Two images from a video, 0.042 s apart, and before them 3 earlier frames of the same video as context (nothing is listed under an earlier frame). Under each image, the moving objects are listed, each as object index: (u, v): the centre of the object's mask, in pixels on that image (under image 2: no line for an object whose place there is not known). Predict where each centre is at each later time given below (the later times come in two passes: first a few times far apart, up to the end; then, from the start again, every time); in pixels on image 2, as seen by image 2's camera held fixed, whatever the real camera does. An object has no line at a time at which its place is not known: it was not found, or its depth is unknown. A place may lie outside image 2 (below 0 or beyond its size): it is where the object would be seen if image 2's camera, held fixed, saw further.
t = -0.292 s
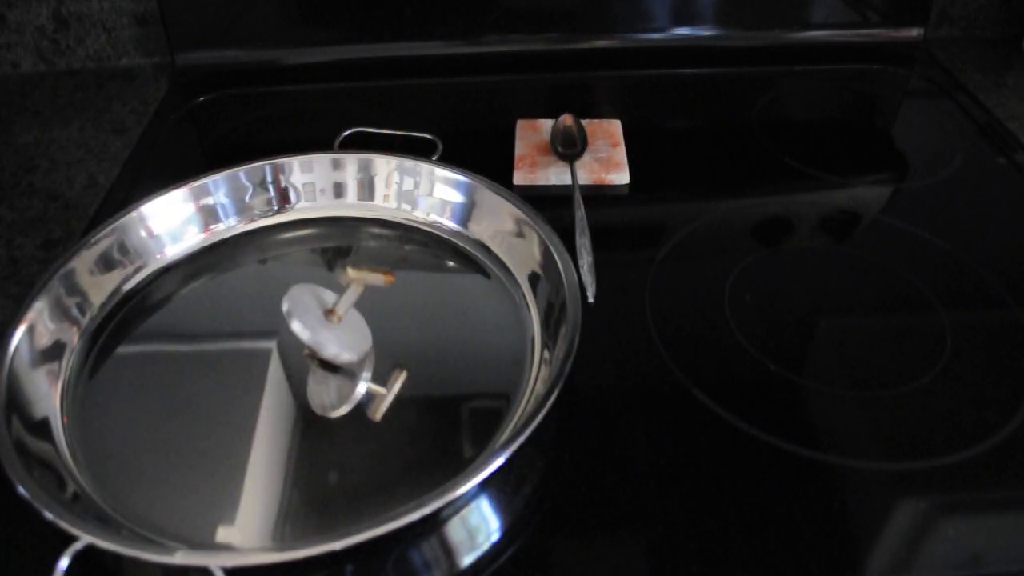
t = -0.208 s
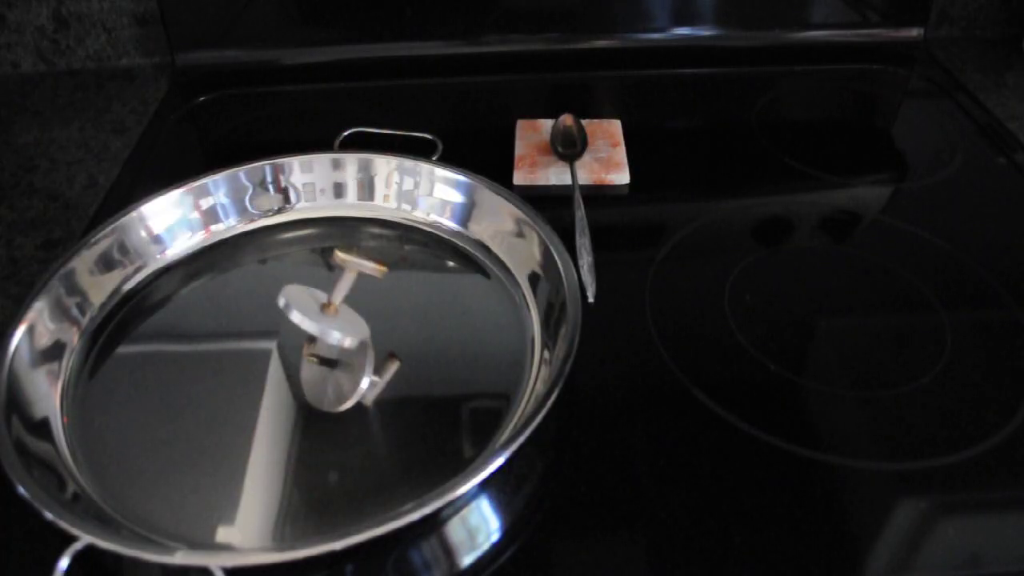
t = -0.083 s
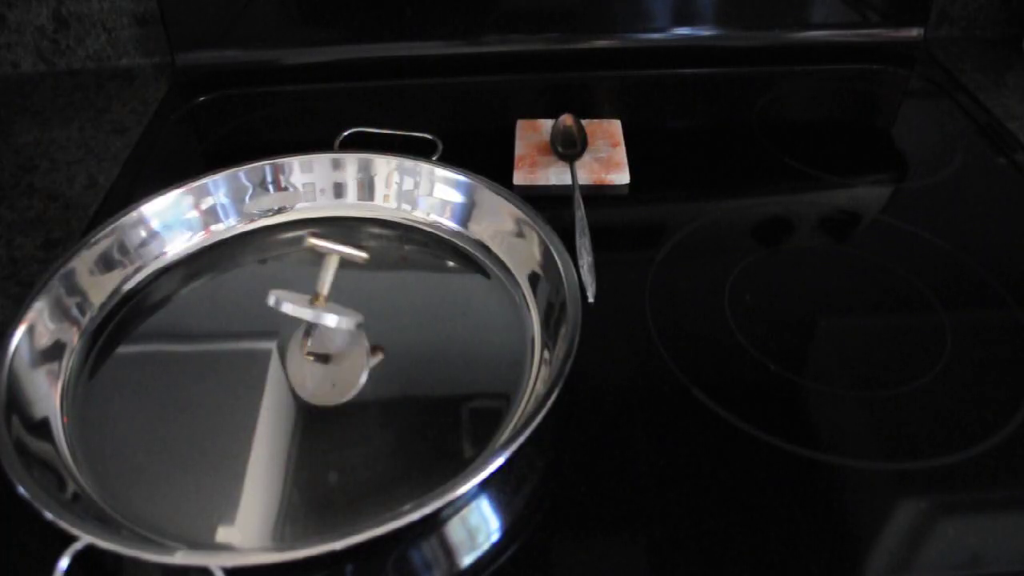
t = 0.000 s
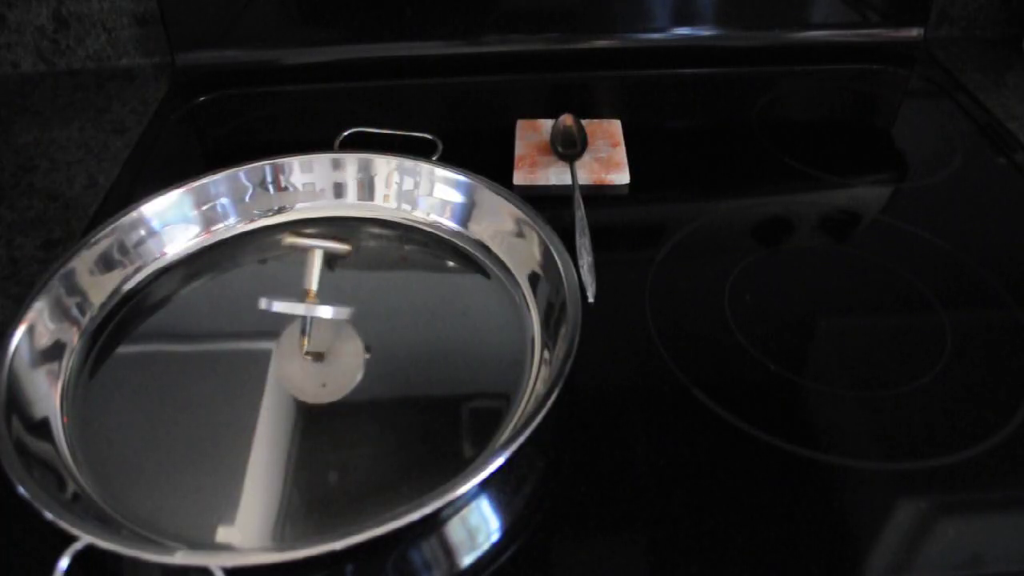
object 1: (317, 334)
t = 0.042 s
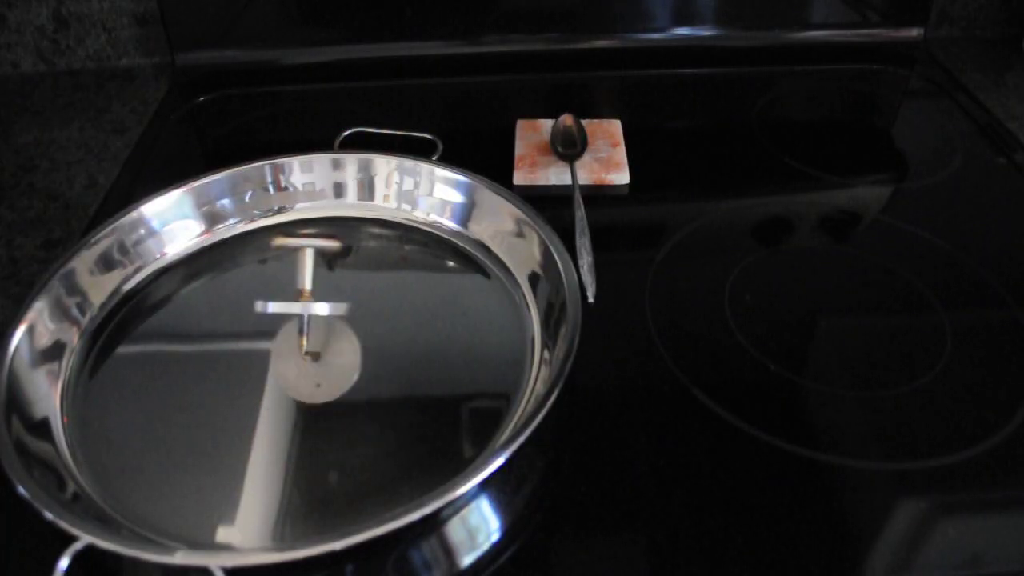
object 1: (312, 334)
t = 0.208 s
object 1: (293, 337)
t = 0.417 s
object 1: (270, 346)
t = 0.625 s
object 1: (264, 368)
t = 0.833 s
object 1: (287, 375)
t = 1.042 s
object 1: (317, 365)
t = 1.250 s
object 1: (336, 352)
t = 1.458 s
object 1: (338, 344)
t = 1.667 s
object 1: (324, 336)
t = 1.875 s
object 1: (298, 335)
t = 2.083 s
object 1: (269, 348)
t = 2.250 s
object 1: (260, 364)
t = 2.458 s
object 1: (279, 377)
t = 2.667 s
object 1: (306, 376)
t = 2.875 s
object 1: (328, 363)
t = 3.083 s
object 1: (339, 344)
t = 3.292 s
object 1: (327, 335)
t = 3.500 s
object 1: (299, 339)
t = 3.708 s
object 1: (274, 348)
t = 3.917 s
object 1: (260, 360)
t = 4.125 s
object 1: (272, 370)
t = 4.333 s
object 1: (304, 376)
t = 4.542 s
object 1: (333, 360)
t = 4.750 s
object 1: (340, 343)
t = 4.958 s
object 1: (326, 335)
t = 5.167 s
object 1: (303, 334)
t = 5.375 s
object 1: (280, 343)
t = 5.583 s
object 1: (264, 363)
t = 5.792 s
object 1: (275, 372)
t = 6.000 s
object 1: (305, 369)
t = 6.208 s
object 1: (330, 360)
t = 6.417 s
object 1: (339, 349)
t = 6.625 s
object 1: (334, 339)
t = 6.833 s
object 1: (312, 334)
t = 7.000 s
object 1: (288, 339)
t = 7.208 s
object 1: (261, 355)
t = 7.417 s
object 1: (268, 371)
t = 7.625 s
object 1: (292, 377)
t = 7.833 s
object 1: (317, 369)
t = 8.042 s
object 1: (336, 349)
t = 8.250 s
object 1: (336, 339)
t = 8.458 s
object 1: (313, 337)
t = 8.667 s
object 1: (286, 343)
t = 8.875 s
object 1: (264, 352)
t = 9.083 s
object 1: (262, 365)
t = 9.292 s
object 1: (287, 377)
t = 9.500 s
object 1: (321, 371)
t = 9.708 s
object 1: (339, 349)
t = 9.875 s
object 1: (337, 339)
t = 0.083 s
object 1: (307, 334)
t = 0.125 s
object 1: (302, 335)
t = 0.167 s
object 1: (298, 336)
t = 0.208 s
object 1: (293, 337)
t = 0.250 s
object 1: (288, 339)
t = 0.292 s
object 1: (284, 341)
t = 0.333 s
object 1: (279, 343)
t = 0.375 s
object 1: (274, 345)
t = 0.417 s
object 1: (270, 346)
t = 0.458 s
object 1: (266, 352)
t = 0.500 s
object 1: (263, 357)
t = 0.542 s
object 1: (262, 362)
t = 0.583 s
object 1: (262, 366)
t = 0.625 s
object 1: (264, 368)
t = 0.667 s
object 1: (265, 371)
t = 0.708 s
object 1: (269, 372)
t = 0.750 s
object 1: (274, 375)
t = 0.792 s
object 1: (280, 374)
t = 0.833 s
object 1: (287, 375)
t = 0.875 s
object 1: (294, 375)
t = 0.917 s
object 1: (300, 373)
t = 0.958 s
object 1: (306, 370)
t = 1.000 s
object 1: (312, 368)
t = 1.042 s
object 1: (317, 365)
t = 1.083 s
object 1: (321, 363)
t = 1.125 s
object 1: (326, 360)
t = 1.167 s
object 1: (330, 357)
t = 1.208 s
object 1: (333, 355)
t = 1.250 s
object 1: (336, 352)
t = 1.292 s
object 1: (339, 349)
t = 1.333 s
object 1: (339, 348)
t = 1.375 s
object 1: (340, 346)
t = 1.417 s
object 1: (339, 345)
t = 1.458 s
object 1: (338, 344)
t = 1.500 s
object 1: (337, 343)
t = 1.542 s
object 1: (334, 341)
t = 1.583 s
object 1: (331, 340)
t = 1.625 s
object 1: (328, 338)
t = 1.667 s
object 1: (324, 336)
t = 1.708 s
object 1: (320, 334)
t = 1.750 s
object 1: (316, 334)
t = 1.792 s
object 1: (310, 335)
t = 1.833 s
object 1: (305, 334)
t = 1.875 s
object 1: (298, 335)
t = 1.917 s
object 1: (292, 337)
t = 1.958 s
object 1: (286, 339)
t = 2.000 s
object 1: (280, 343)
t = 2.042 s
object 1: (274, 347)
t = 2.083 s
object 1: (269, 348)
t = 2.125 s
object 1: (264, 351)
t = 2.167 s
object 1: (261, 355)
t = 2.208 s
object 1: (259, 359)
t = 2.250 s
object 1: (260, 364)
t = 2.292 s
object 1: (262, 367)
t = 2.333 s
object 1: (264, 369)
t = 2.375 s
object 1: (268, 373)
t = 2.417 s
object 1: (274, 376)
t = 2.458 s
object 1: (279, 377)
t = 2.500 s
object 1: (285, 378)
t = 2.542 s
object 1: (290, 378)
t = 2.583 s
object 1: (296, 378)
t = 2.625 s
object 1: (301, 377)
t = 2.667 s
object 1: (306, 376)
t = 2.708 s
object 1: (311, 373)
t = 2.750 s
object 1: (316, 372)
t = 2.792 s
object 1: (320, 369)
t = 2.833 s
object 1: (325, 366)
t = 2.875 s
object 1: (328, 363)
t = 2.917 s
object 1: (332, 358)
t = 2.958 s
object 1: (335, 353)
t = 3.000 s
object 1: (337, 348)
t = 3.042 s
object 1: (338, 346)
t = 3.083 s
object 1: (339, 344)
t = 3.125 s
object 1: (339, 342)
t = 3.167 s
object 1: (338, 340)
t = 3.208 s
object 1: (335, 337)
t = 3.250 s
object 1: (332, 337)
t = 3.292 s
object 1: (327, 335)
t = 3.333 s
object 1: (321, 334)
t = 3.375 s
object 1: (317, 335)
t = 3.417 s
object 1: (310, 335)
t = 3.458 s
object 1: (304, 337)
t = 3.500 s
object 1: (299, 339)
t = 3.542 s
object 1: (293, 341)
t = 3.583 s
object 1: (288, 343)
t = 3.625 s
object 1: (283, 345)
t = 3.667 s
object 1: (279, 347)
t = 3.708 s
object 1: (274, 348)
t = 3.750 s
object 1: (270, 352)
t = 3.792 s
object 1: (266, 353)
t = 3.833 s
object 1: (262, 356)
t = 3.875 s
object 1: (261, 358)
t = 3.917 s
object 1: (260, 360)
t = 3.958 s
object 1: (261, 362)
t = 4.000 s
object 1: (262, 363)
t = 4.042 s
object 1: (264, 365)
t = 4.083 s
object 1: (267, 367)
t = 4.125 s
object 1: (272, 370)
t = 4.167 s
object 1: (279, 374)
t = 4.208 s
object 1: (286, 376)
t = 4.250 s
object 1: (291, 376)
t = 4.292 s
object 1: (298, 377)
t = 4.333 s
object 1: (304, 376)
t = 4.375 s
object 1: (311, 374)
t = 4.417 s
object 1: (318, 371)
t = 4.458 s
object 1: (324, 368)
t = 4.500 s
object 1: (329, 364)
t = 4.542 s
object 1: (333, 360)
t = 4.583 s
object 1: (336, 356)
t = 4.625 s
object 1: (338, 352)
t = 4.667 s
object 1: (340, 348)
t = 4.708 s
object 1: (340, 345)
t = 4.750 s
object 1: (340, 343)
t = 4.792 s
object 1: (338, 340)
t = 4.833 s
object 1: (335, 338)
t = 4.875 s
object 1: (333, 336)
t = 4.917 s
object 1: (329, 335)
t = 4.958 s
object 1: (326, 335)
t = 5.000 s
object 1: (321, 334)
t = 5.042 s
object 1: (317, 334)
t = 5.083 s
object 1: (312, 334)
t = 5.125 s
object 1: (307, 334)
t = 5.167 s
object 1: (303, 334)
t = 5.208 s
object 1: (298, 335)
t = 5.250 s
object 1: (294, 337)
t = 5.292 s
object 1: (290, 340)
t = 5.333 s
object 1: (285, 341)
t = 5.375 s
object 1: (280, 343)
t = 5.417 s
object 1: (276, 346)
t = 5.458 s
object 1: (272, 348)
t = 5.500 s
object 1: (269, 354)
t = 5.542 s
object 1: (265, 359)
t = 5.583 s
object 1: (264, 363)
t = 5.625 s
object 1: (263, 366)
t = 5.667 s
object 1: (263, 368)
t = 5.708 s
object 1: (264, 370)
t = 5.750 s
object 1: (269, 371)
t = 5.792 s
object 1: (275, 372)
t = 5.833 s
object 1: (281, 371)
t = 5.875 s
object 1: (287, 371)
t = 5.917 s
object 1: (294, 372)
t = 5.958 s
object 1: (300, 371)
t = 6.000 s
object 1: (305, 369)
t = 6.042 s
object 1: (312, 369)
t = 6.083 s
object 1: (317, 368)
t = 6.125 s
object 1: (322, 365)
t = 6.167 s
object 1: (326, 363)
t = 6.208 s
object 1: (330, 360)
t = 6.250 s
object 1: (333, 358)
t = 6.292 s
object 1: (335, 355)
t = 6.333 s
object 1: (337, 352)
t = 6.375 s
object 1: (339, 350)
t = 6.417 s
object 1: (339, 349)
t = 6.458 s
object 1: (339, 347)
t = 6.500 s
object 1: (338, 345)
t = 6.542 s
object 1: (338, 344)
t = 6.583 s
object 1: (336, 342)
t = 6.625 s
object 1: (334, 339)
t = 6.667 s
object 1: (330, 337)
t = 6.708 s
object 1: (326, 335)
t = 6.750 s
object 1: (322, 334)
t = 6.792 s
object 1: (317, 334)
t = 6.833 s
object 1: (312, 334)
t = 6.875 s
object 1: (306, 334)
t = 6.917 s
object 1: (299, 334)
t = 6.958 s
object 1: (293, 337)
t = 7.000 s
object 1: (288, 339)
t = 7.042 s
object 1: (281, 342)
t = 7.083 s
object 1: (275, 345)
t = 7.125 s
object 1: (269, 347)
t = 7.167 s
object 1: (264, 351)
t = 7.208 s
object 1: (261, 355)
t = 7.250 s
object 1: (260, 359)
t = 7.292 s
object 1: (261, 363)
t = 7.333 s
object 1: (262, 366)
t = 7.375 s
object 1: (264, 368)
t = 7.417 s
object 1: (268, 371)
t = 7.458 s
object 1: (271, 374)
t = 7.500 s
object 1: (276, 375)
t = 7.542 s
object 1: (281, 377)
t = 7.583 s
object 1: (287, 377)
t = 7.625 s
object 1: (292, 377)
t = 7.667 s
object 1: (297, 377)
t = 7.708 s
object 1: (302, 376)
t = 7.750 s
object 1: (307, 374)
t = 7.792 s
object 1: (312, 372)
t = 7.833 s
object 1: (317, 369)
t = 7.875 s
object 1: (321, 367)
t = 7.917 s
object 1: (325, 364)
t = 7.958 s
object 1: (329, 358)
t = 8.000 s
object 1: (332, 353)
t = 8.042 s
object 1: (336, 349)
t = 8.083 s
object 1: (339, 347)
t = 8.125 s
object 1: (340, 345)
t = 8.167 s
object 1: (340, 343)
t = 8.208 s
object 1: (339, 340)
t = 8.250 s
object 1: (336, 339)
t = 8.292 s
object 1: (333, 338)
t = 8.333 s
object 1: (328, 337)
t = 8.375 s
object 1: (322, 337)
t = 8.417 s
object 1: (318, 338)
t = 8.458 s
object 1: (313, 337)
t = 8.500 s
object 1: (307, 338)
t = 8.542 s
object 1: (301, 338)
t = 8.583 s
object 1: (296, 337)
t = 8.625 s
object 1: (291, 340)
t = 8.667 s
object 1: (286, 343)
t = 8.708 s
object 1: (280, 343)
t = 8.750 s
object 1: (276, 345)
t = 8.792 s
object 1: (271, 348)
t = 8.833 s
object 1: (267, 350)
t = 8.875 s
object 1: (264, 352)
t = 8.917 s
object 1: (262, 355)
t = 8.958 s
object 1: (261, 358)
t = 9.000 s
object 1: (261, 360)
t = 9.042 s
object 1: (261, 362)
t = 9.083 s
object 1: (262, 365)
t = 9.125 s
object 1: (263, 367)
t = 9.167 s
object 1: (267, 370)
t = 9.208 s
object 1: (274, 374)
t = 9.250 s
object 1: (281, 376)
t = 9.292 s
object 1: (287, 377)
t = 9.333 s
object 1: (294, 377)
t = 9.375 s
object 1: (300, 377)
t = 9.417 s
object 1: (307, 376)
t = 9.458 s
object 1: (314, 373)
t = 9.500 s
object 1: (321, 371)
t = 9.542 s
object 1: (326, 367)
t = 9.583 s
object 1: (331, 363)
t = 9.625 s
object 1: (334, 359)
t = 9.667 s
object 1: (337, 354)
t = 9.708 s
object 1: (339, 349)
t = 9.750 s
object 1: (340, 346)
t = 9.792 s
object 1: (340, 343)
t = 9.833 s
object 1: (339, 341)
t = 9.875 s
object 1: (337, 339)
